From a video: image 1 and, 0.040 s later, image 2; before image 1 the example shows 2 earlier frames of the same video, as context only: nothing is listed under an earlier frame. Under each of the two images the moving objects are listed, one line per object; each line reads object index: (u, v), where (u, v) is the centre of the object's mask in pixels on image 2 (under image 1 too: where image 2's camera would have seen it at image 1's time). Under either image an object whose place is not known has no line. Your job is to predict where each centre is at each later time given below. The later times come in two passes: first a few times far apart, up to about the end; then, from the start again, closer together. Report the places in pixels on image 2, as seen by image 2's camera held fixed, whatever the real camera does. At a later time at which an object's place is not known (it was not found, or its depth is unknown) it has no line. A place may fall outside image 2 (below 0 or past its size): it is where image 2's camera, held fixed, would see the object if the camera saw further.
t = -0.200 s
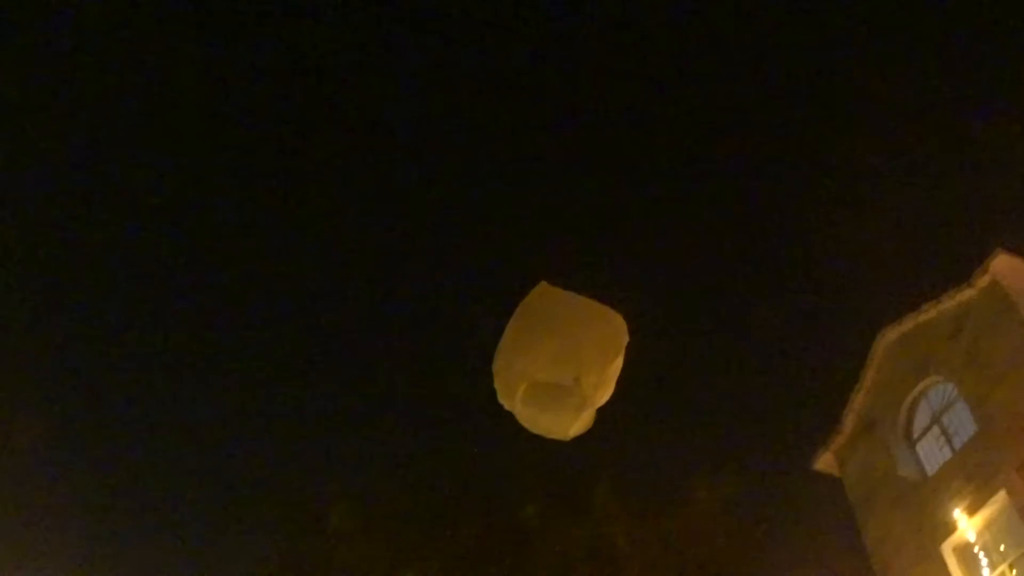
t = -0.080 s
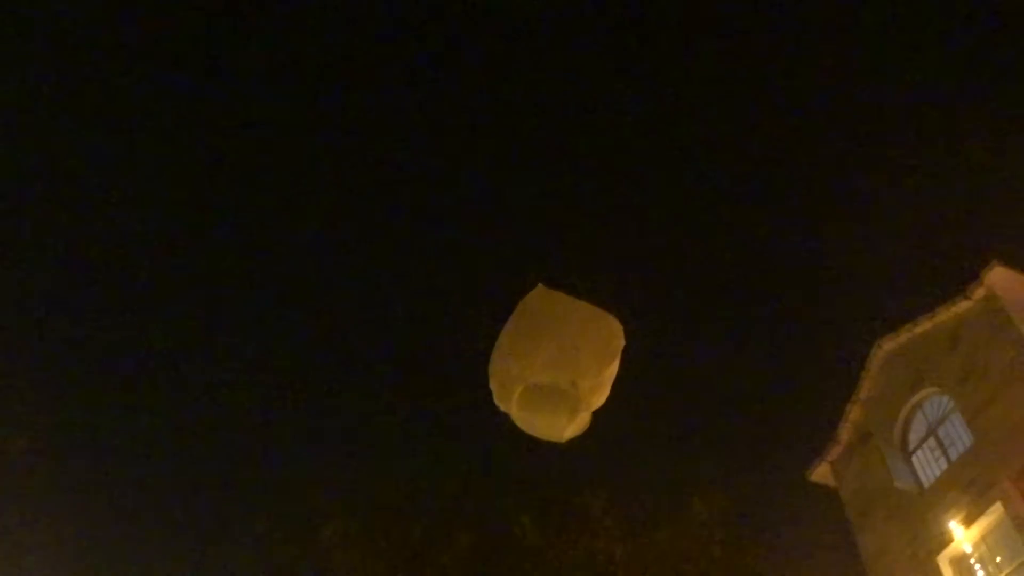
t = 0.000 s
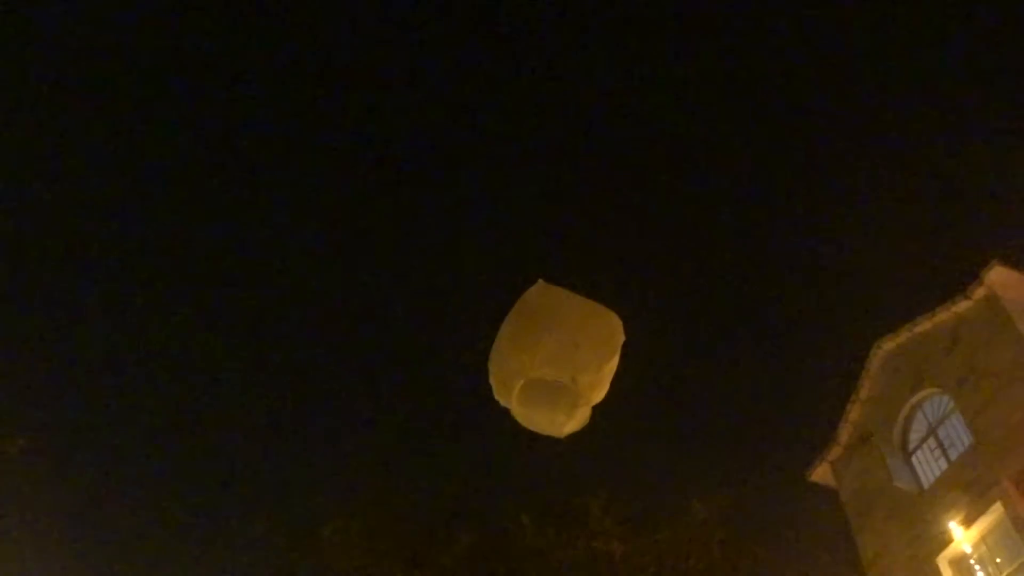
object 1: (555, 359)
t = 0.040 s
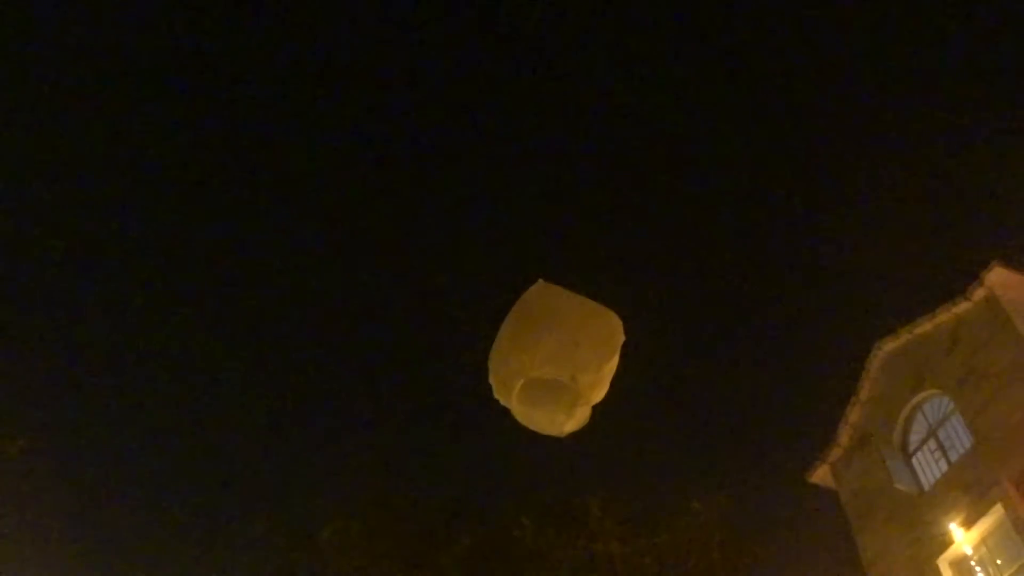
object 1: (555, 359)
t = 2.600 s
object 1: (554, 351)
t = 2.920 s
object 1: (560, 365)
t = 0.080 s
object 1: (555, 358)
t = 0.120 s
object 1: (555, 357)
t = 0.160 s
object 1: (555, 356)
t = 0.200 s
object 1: (555, 356)
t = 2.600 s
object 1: (554, 351)
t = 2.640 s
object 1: (554, 352)
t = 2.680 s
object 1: (554, 352)
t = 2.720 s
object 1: (555, 353)
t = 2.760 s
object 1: (555, 354)
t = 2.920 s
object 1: (560, 365)
